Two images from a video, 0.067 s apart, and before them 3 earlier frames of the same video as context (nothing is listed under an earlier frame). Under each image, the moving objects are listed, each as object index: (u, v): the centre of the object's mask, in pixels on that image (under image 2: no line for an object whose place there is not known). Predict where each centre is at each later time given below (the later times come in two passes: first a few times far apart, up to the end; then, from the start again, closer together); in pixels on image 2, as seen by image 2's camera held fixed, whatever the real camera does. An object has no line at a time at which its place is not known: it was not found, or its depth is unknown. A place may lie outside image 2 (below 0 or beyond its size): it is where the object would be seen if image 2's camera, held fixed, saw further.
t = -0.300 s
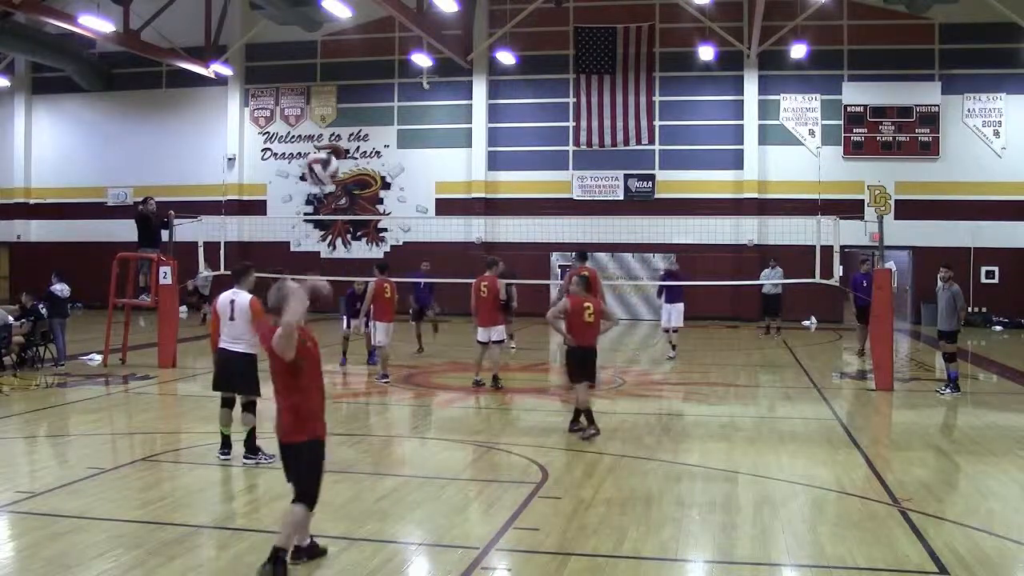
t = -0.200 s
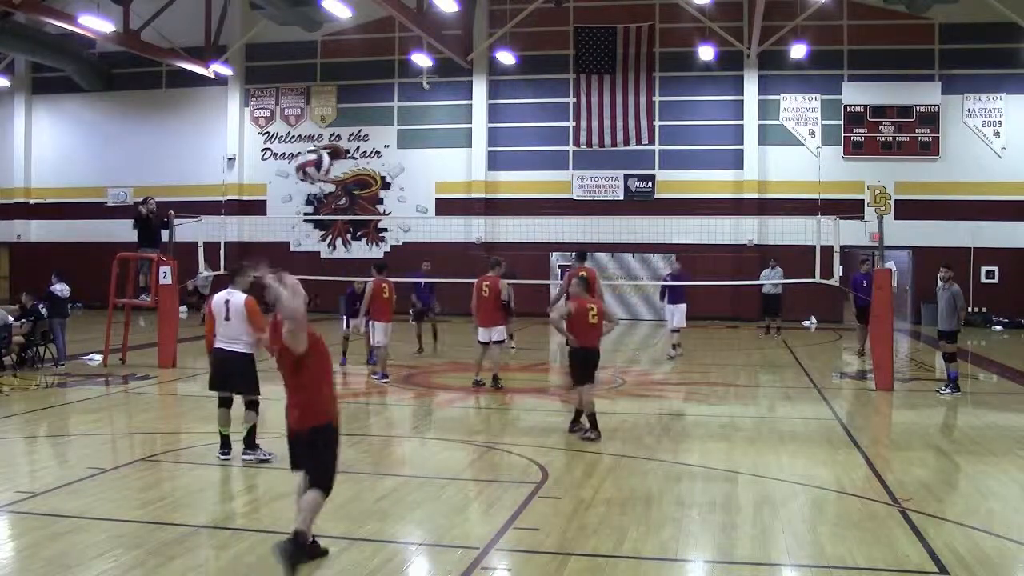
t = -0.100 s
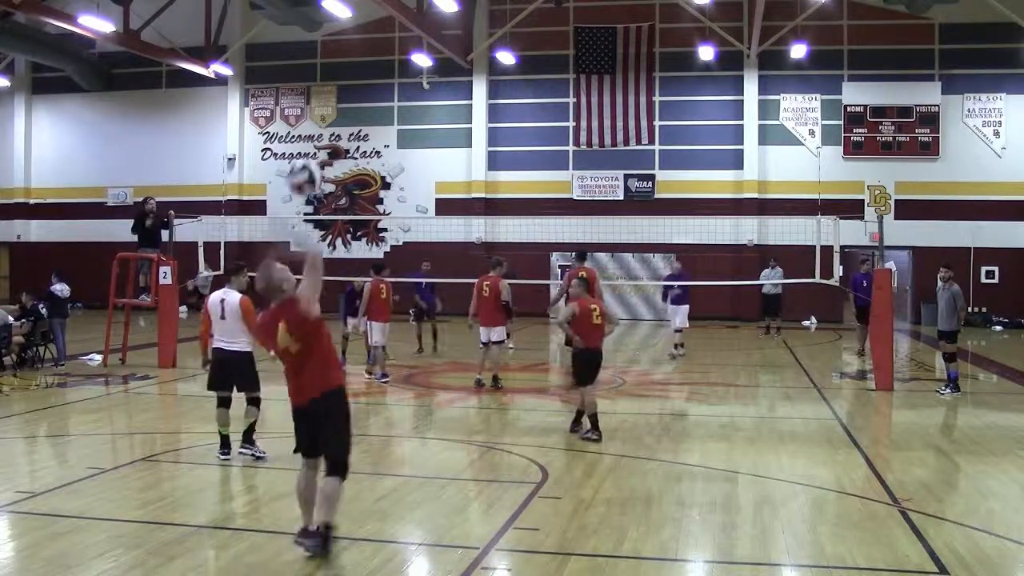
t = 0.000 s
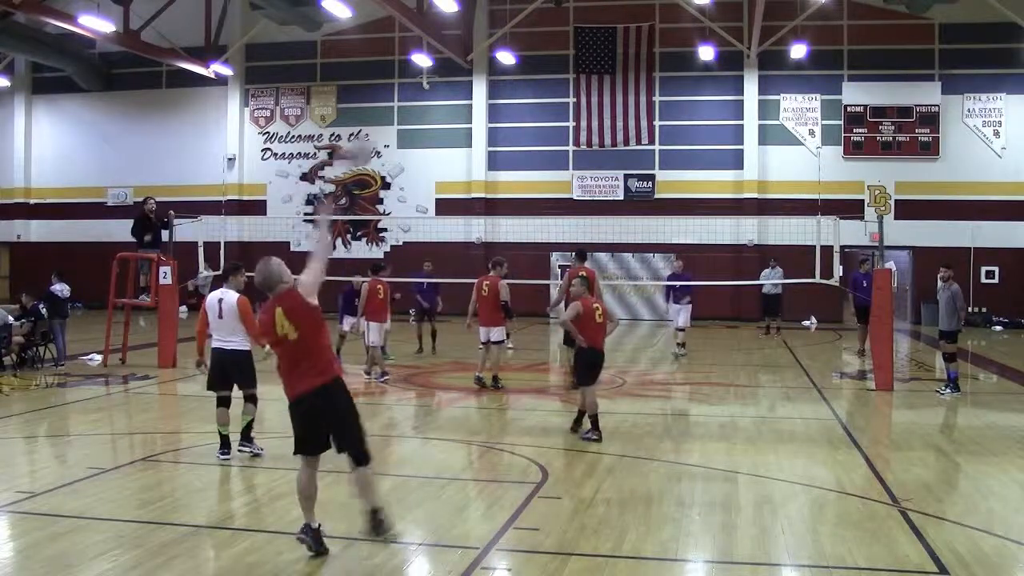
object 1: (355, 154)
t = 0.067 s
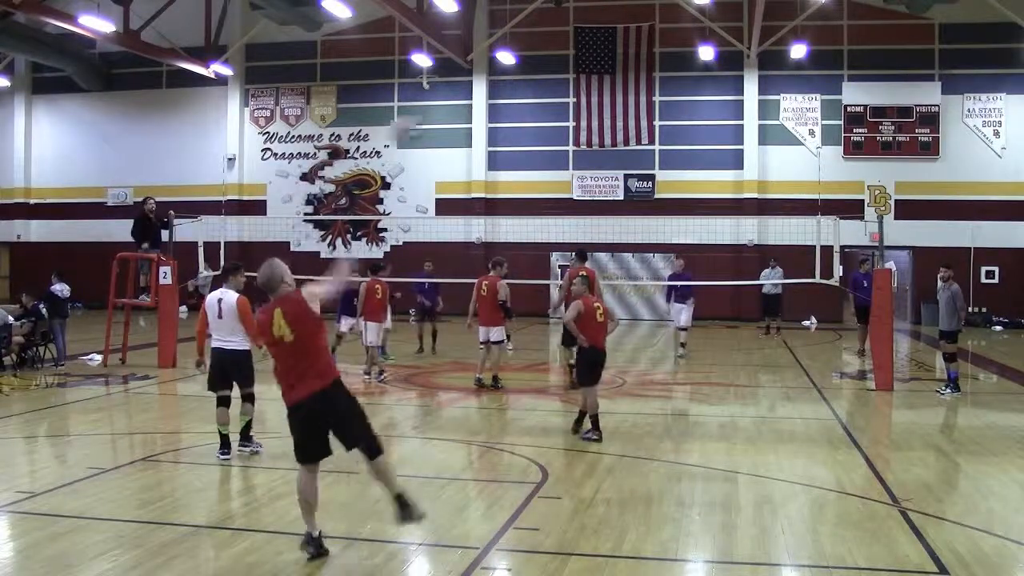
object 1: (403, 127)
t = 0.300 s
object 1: (501, 109)
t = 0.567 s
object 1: (554, 135)
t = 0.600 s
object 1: (557, 143)
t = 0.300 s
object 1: (501, 109)
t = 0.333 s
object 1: (511, 112)
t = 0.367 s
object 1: (518, 115)
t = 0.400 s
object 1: (524, 116)
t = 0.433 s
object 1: (530, 120)
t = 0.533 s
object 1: (549, 134)
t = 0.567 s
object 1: (554, 135)
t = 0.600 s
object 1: (557, 143)
